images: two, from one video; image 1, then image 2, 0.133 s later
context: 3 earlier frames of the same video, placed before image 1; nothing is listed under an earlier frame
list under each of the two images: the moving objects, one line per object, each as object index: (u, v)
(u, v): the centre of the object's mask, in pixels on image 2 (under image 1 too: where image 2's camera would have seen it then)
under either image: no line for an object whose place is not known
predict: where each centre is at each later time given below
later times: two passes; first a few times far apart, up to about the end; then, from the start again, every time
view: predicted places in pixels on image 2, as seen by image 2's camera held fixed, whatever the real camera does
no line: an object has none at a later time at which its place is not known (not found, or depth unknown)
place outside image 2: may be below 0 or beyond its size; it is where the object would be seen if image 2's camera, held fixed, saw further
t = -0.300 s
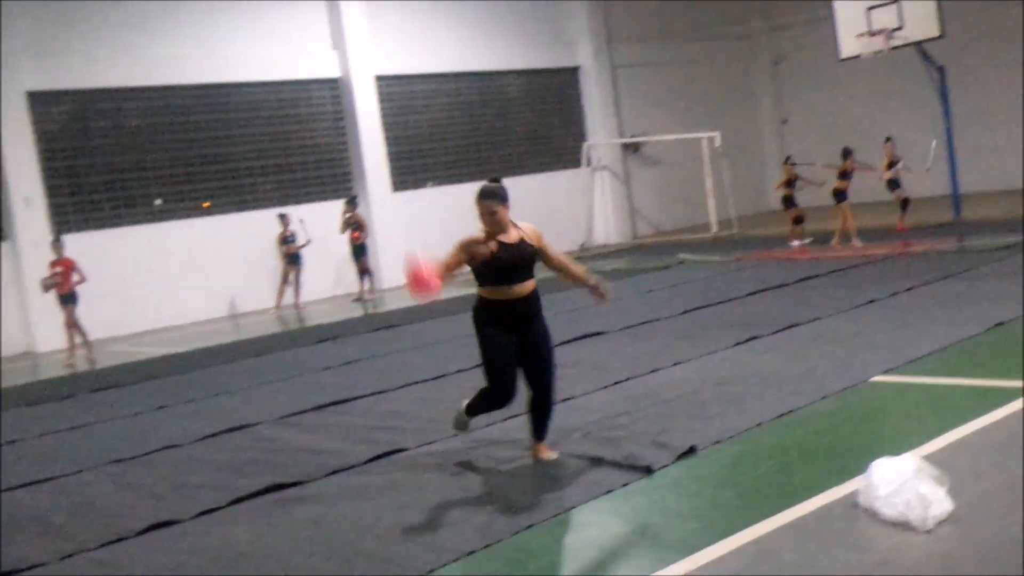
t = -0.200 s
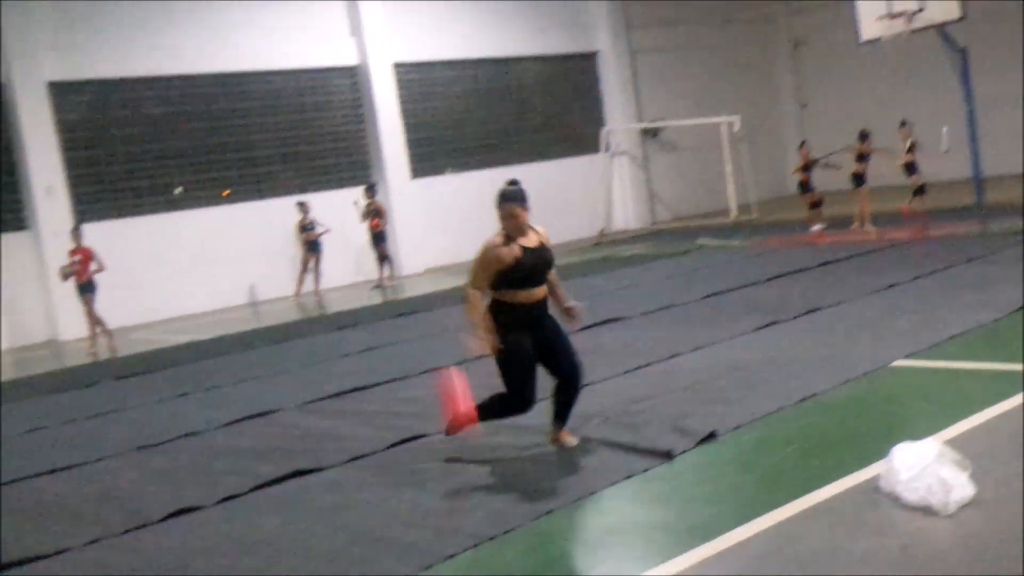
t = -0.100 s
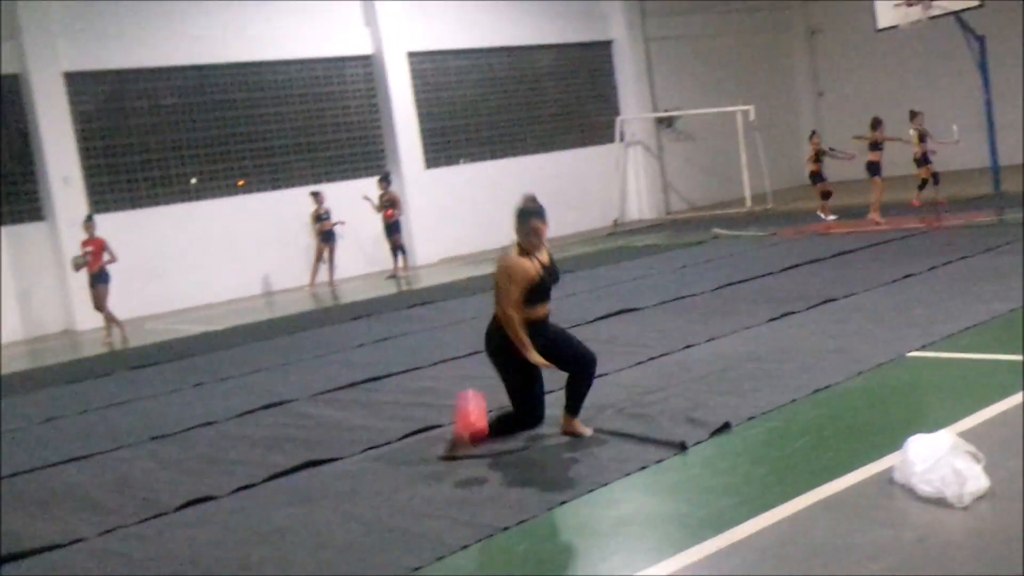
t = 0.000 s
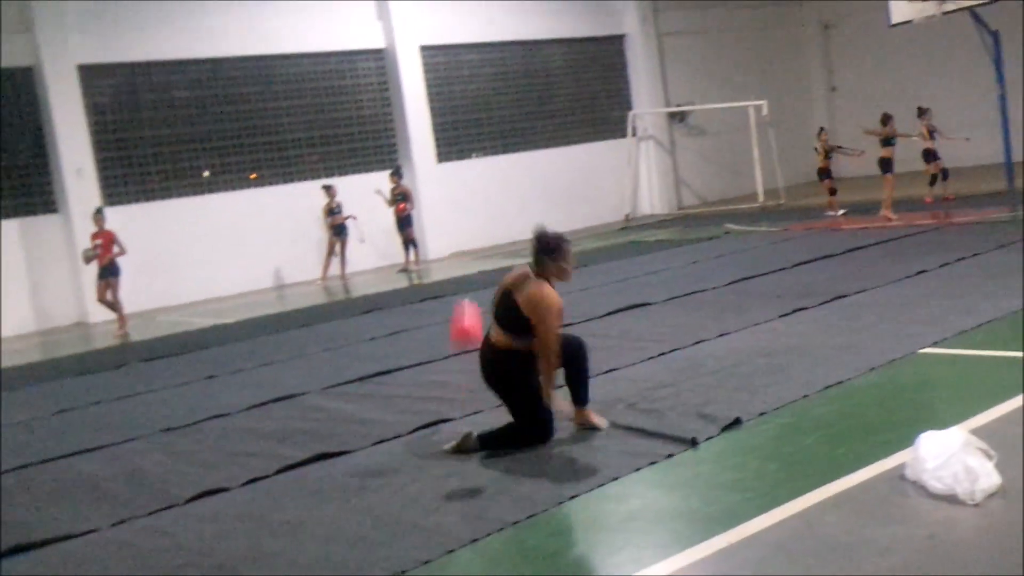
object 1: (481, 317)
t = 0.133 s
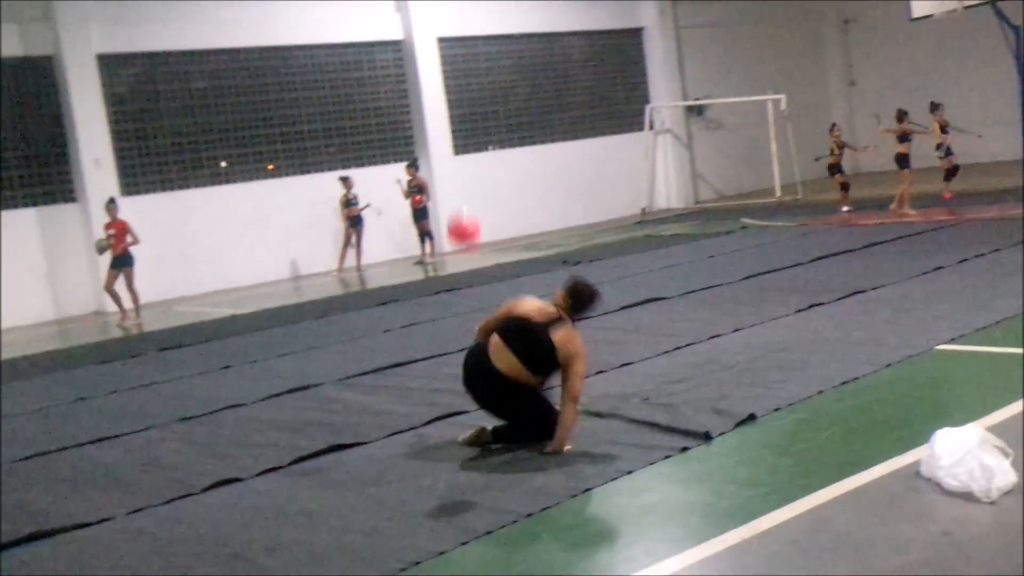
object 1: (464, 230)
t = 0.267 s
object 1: (452, 170)
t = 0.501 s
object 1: (441, 150)
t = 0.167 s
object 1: (460, 212)
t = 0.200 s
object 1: (457, 196)
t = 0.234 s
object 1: (454, 183)
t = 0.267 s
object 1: (452, 170)
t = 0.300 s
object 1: (449, 161)
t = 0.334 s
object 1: (447, 154)
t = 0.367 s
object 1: (445, 149)
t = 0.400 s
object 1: (444, 146)
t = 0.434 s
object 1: (443, 146)
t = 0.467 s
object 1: (442, 147)
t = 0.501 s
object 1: (441, 150)
